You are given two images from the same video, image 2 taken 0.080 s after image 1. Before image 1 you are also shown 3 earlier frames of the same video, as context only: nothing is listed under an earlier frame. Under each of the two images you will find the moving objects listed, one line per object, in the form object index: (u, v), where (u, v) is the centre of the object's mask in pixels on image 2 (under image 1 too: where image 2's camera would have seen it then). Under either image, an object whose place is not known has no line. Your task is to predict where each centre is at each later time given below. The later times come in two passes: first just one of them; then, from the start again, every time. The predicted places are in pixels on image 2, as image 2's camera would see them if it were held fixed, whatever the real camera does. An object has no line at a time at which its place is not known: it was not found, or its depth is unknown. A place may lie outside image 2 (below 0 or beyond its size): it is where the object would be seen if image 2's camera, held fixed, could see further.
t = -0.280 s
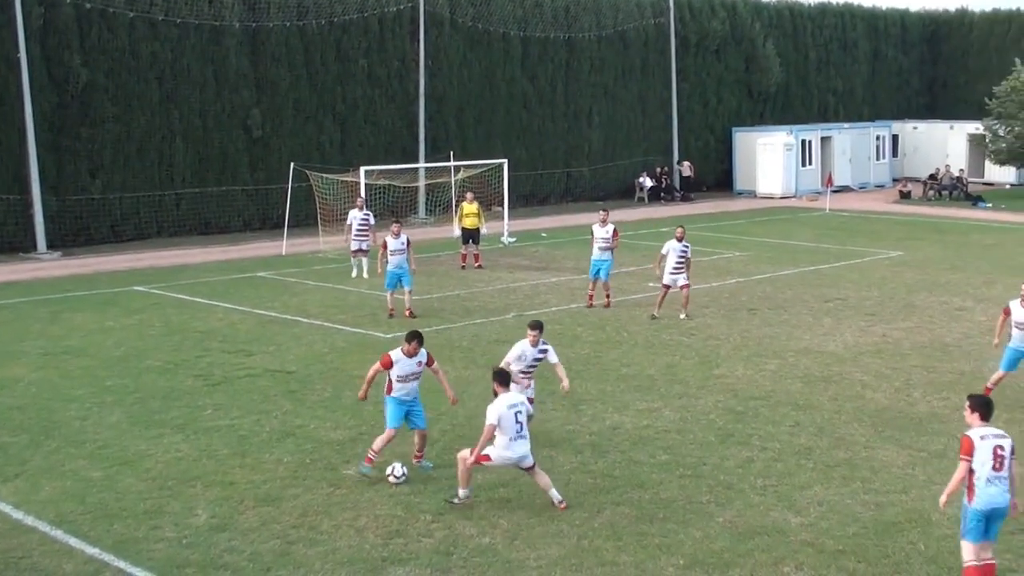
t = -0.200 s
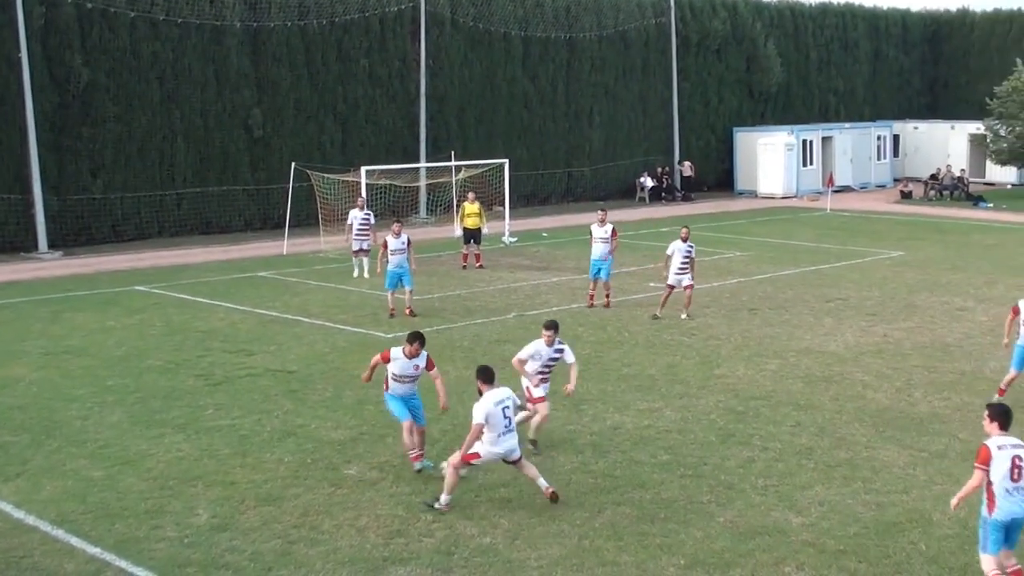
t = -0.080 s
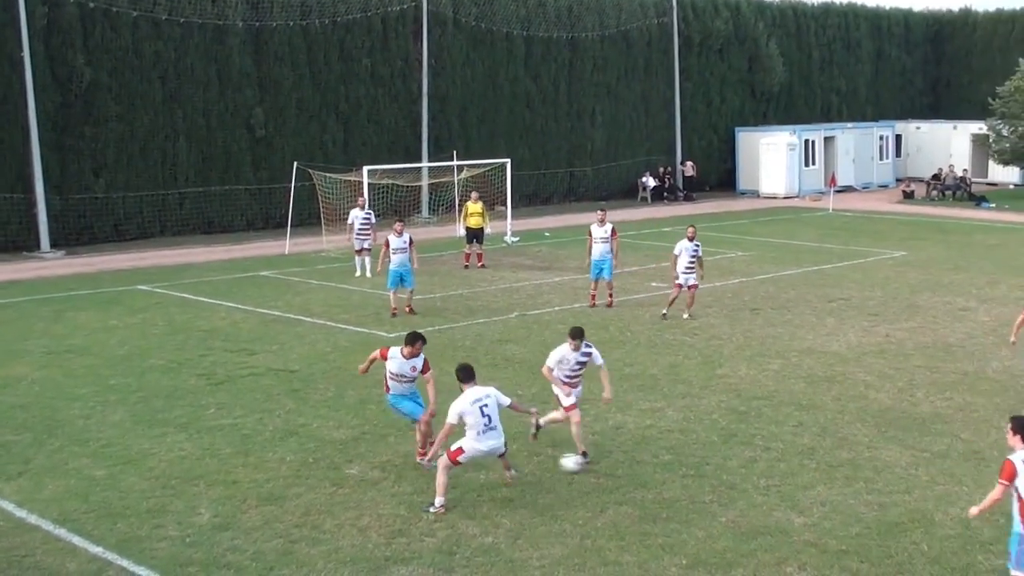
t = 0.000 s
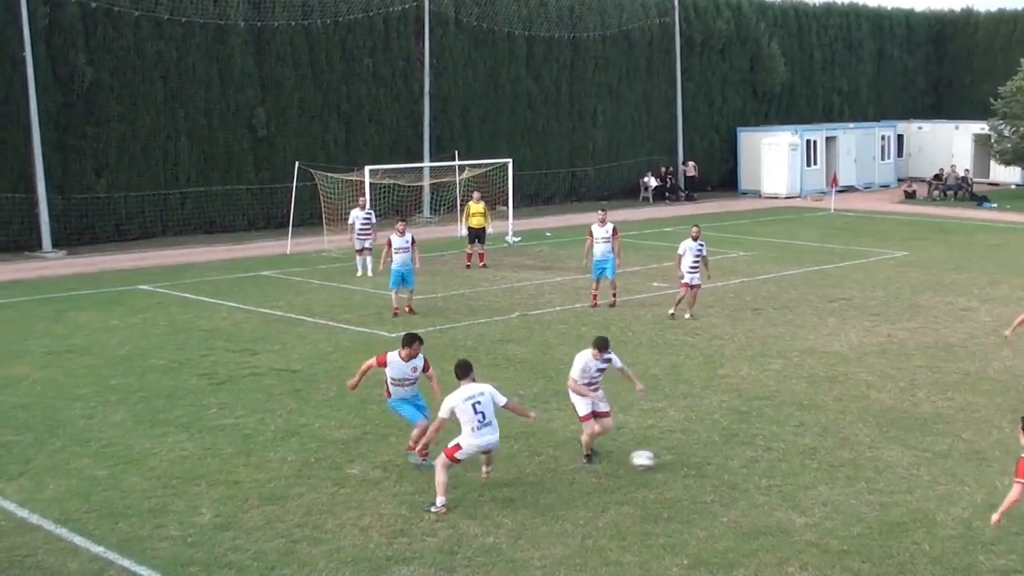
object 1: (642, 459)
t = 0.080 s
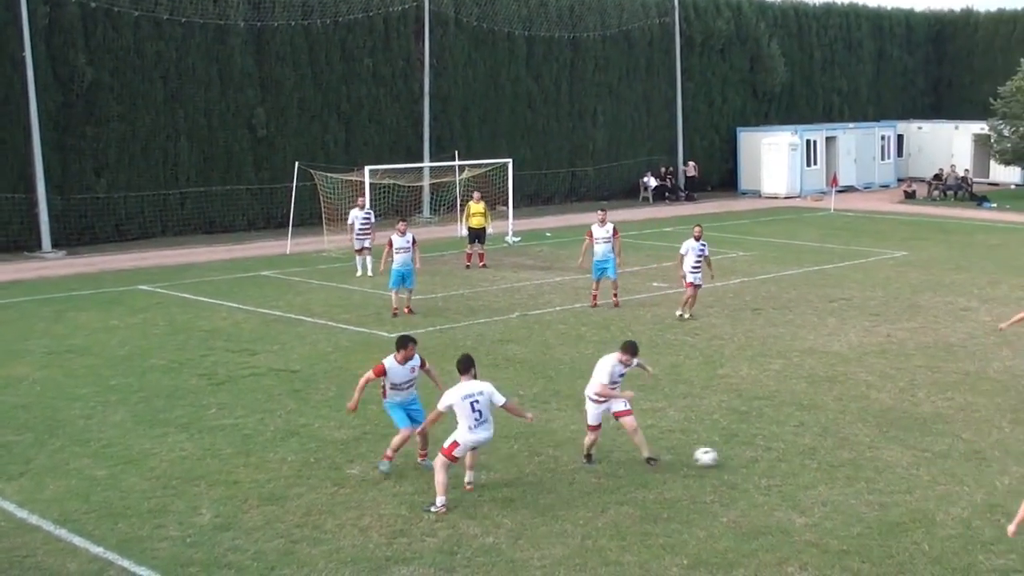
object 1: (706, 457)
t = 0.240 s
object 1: (814, 450)
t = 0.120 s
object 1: (735, 456)
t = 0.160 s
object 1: (763, 455)
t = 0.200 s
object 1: (789, 452)
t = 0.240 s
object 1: (814, 450)
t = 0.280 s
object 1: (838, 448)
